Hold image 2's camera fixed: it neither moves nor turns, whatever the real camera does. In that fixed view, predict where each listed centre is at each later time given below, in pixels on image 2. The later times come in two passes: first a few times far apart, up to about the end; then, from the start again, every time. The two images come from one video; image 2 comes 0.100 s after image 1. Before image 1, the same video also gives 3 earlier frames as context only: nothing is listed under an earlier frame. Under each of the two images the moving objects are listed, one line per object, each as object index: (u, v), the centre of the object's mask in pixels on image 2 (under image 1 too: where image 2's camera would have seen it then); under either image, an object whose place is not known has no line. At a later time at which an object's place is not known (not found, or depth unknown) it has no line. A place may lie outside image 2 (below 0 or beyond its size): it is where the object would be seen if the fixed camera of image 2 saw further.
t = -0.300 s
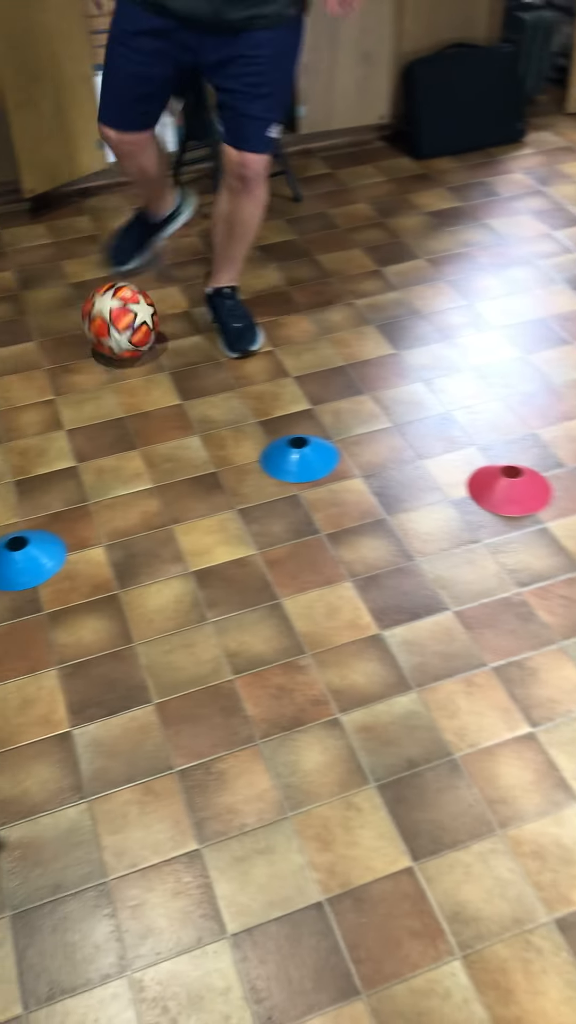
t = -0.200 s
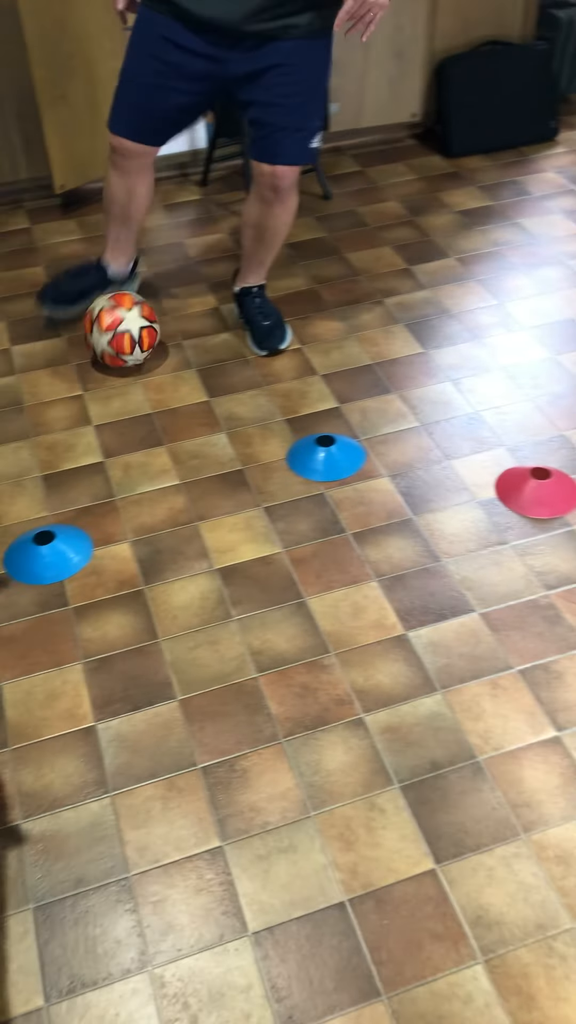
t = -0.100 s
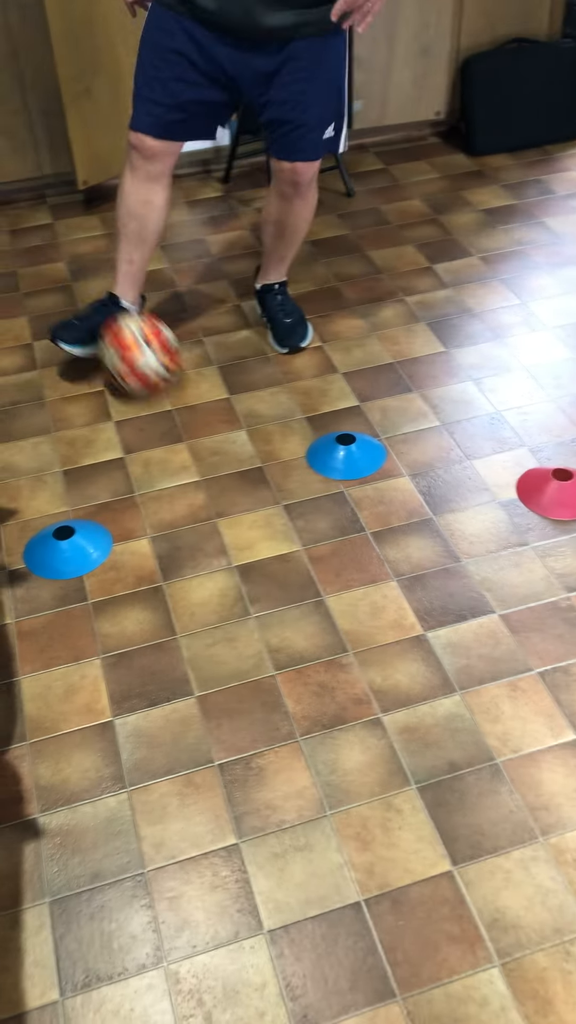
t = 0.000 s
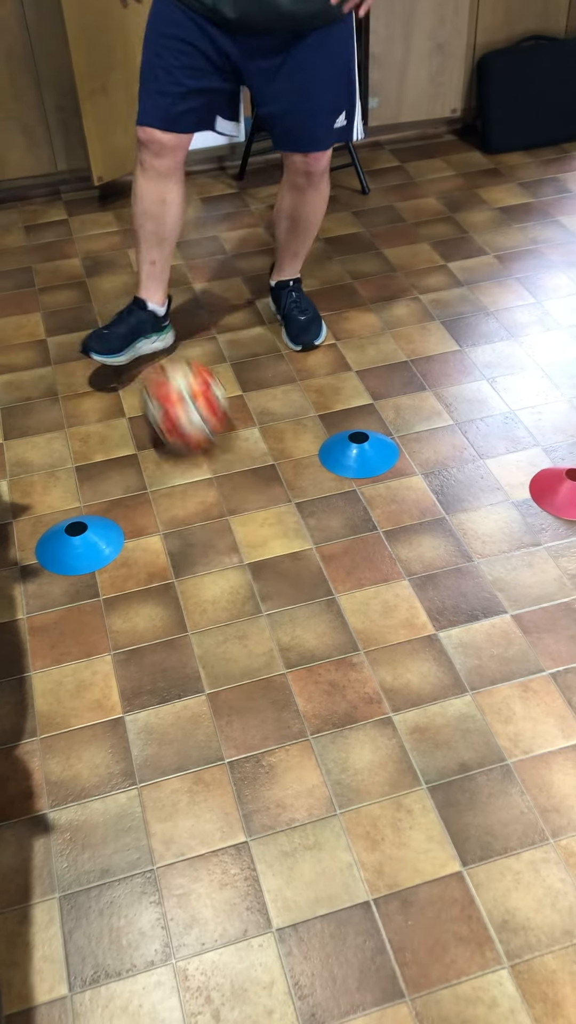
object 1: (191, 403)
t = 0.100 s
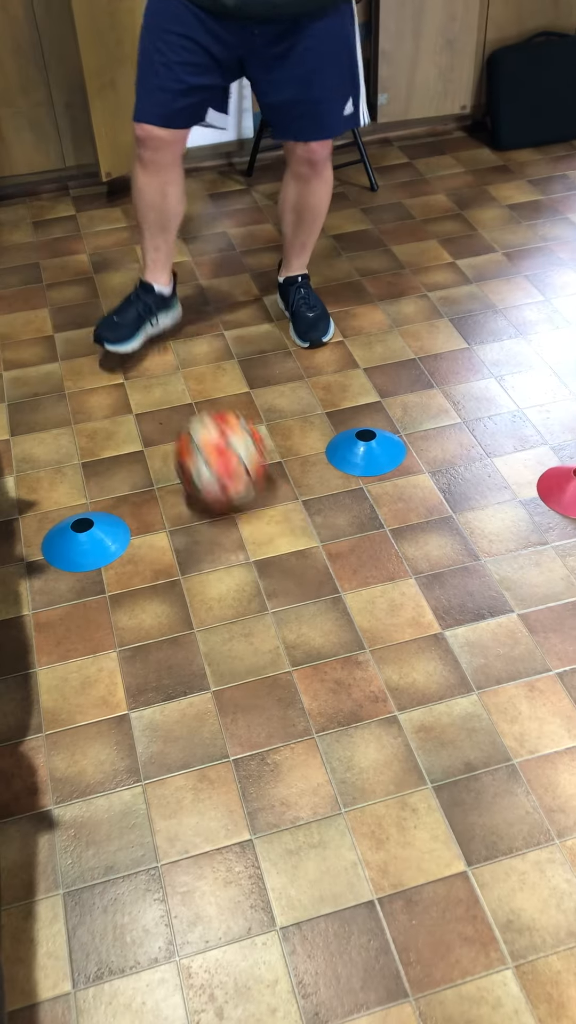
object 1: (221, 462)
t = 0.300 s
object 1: (276, 588)
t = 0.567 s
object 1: (386, 833)
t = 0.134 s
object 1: (230, 480)
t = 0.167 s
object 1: (237, 500)
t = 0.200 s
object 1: (247, 519)
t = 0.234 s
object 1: (257, 541)
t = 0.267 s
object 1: (266, 563)
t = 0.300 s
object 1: (276, 588)
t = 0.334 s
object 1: (289, 614)
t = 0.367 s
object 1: (299, 639)
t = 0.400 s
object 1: (314, 669)
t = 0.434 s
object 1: (328, 700)
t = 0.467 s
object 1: (339, 733)
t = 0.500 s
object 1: (357, 763)
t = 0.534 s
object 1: (369, 797)
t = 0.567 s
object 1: (386, 833)
